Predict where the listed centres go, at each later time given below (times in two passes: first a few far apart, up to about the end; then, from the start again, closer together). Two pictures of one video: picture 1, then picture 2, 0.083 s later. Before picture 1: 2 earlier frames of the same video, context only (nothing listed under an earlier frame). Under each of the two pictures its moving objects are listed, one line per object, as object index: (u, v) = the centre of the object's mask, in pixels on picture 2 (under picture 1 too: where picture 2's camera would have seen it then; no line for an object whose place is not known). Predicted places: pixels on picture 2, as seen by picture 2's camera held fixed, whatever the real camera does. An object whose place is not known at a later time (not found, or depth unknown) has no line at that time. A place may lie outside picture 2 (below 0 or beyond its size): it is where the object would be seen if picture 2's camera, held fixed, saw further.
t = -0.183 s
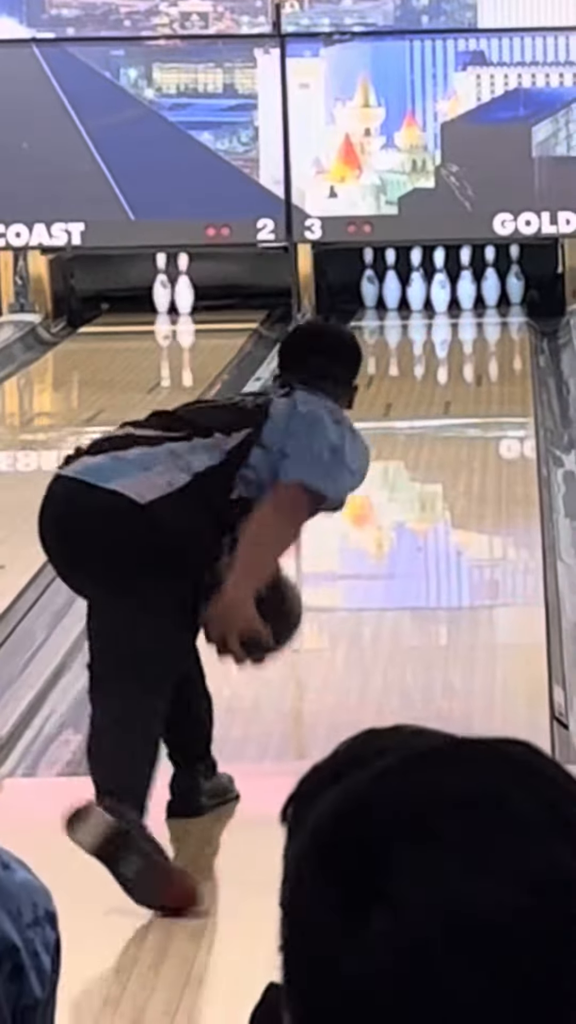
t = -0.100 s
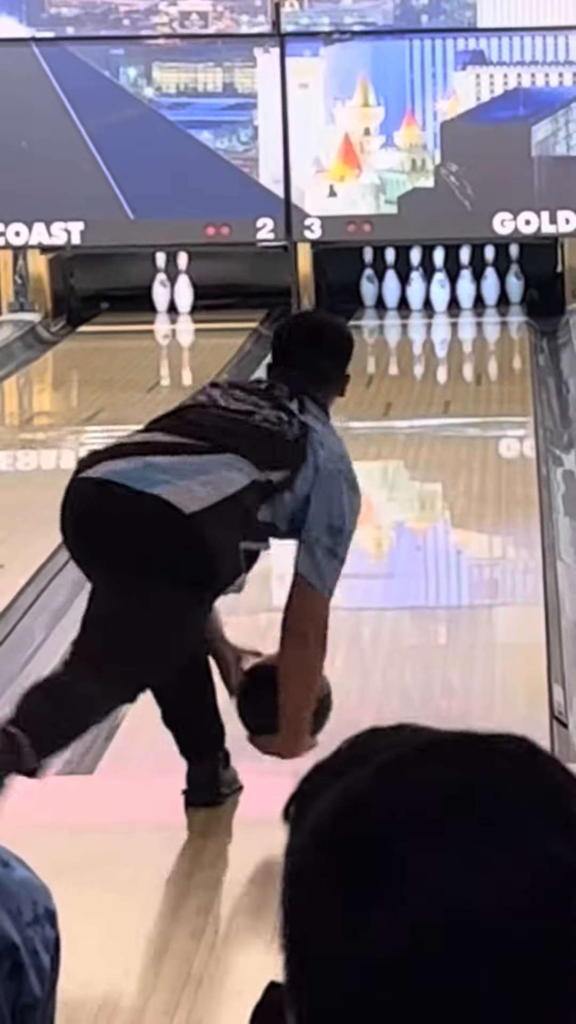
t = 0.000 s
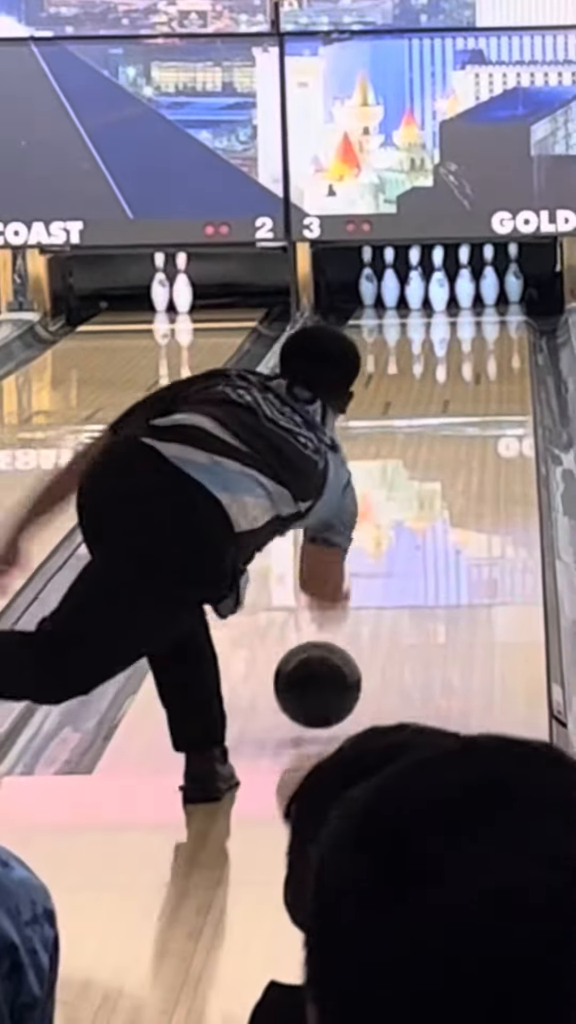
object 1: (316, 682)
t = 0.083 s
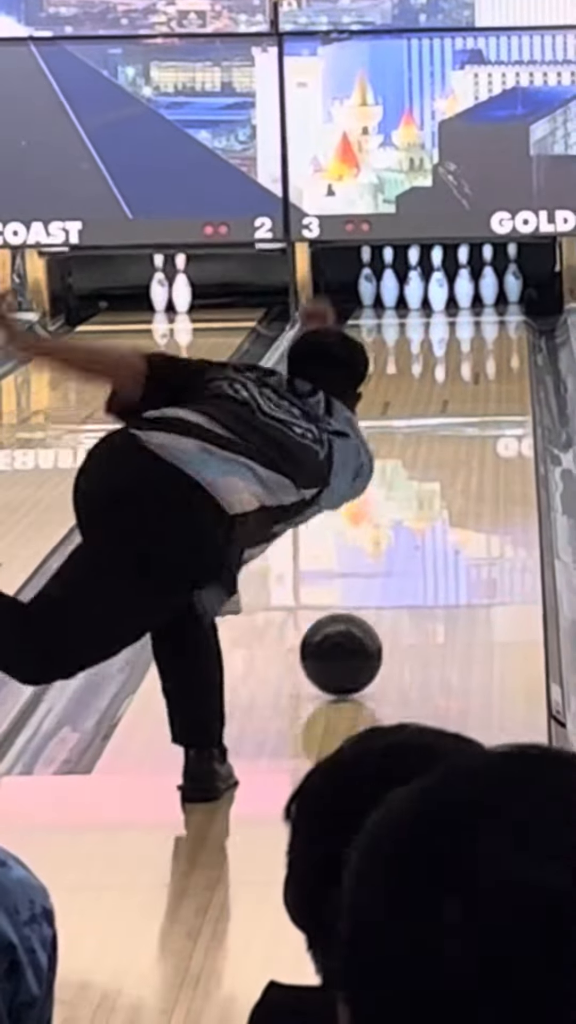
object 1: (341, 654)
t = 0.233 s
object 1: (378, 593)
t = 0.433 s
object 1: (416, 528)
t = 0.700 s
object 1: (454, 464)
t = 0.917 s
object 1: (477, 425)
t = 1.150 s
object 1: (494, 390)
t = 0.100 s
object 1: (346, 647)
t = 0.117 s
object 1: (350, 640)
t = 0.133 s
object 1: (355, 633)
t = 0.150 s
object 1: (359, 626)
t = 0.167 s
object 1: (363, 619)
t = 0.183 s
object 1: (367, 612)
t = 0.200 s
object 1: (370, 606)
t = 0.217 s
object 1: (374, 599)
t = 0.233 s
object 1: (378, 593)
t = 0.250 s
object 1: (382, 587)
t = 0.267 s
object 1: (385, 581)
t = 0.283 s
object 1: (388, 575)
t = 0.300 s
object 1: (392, 569)
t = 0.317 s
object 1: (395, 564)
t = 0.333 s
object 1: (398, 559)
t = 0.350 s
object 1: (402, 554)
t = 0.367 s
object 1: (404, 549)
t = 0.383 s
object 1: (407, 543)
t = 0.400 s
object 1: (410, 538)
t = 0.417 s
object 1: (413, 533)
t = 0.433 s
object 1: (416, 528)
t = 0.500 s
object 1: (441, 503)
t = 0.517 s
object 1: (439, 502)
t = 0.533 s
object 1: (437, 499)
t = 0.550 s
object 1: (436, 496)
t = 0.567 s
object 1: (437, 492)
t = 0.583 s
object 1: (439, 488)
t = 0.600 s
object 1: (441, 485)
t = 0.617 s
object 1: (443, 481)
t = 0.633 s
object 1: (446, 477)
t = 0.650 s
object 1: (448, 474)
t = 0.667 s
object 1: (450, 470)
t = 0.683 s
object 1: (452, 467)
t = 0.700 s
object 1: (454, 464)
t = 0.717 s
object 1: (456, 460)
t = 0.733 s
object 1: (457, 457)
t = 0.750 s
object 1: (459, 454)
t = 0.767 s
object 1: (461, 451)
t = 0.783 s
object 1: (463, 448)
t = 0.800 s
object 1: (465, 445)
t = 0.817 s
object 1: (467, 442)
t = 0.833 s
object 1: (469, 439)
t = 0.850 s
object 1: (470, 436)
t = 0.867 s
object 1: (472, 433)
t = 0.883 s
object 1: (473, 430)
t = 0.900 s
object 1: (475, 427)
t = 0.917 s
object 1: (477, 425)
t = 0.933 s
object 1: (478, 422)
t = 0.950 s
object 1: (480, 420)
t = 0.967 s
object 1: (481, 417)
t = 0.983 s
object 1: (482, 414)
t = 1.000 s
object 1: (484, 412)
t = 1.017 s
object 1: (485, 410)
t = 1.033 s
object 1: (486, 407)
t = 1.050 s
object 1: (488, 405)
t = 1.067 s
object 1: (489, 403)
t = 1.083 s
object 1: (490, 400)
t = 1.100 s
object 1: (491, 397)
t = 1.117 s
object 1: (492, 395)
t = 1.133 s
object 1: (493, 393)
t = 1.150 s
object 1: (494, 390)
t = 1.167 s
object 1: (495, 388)
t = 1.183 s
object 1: (496, 386)
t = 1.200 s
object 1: (497, 384)
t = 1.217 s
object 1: (498, 382)
